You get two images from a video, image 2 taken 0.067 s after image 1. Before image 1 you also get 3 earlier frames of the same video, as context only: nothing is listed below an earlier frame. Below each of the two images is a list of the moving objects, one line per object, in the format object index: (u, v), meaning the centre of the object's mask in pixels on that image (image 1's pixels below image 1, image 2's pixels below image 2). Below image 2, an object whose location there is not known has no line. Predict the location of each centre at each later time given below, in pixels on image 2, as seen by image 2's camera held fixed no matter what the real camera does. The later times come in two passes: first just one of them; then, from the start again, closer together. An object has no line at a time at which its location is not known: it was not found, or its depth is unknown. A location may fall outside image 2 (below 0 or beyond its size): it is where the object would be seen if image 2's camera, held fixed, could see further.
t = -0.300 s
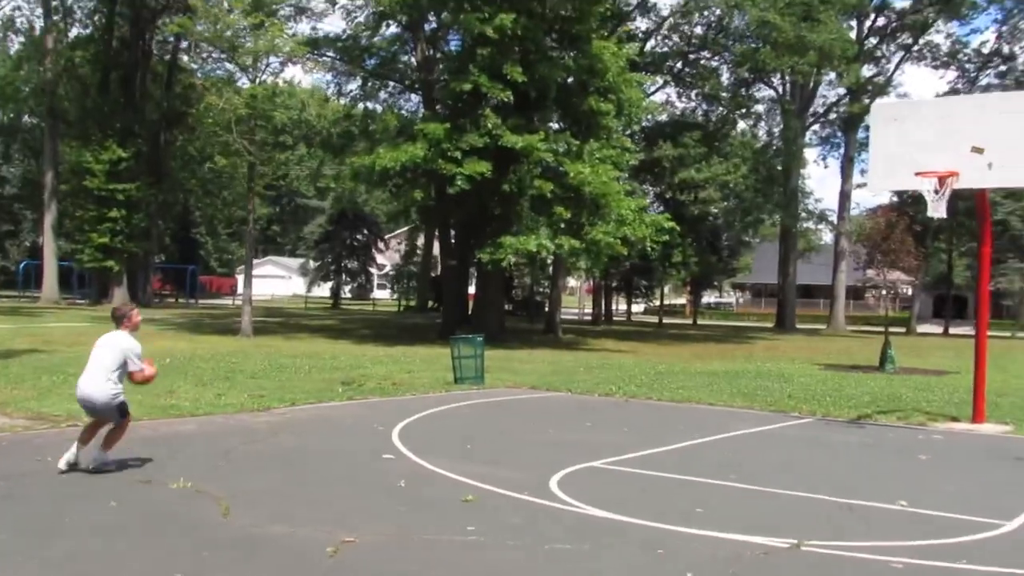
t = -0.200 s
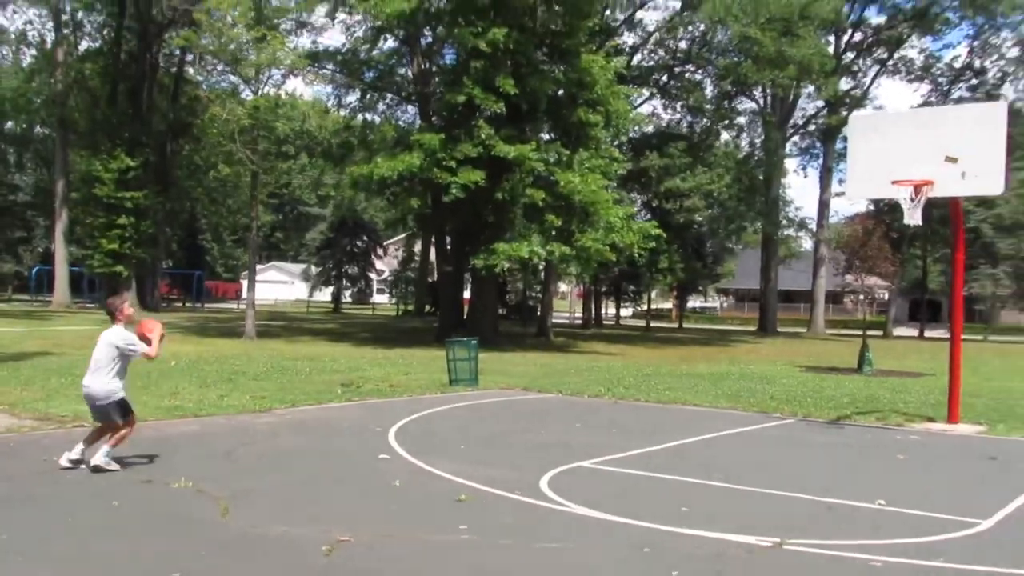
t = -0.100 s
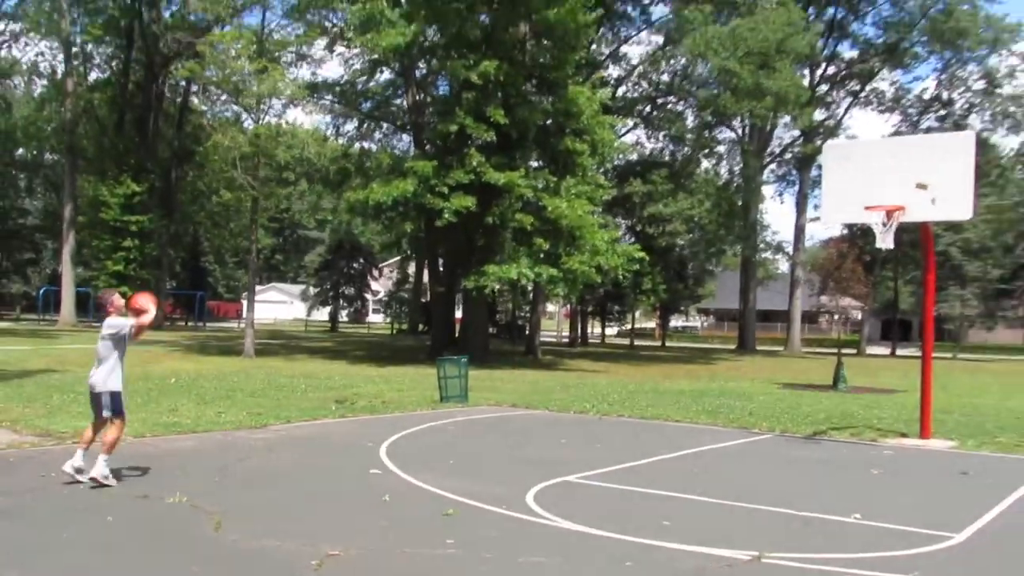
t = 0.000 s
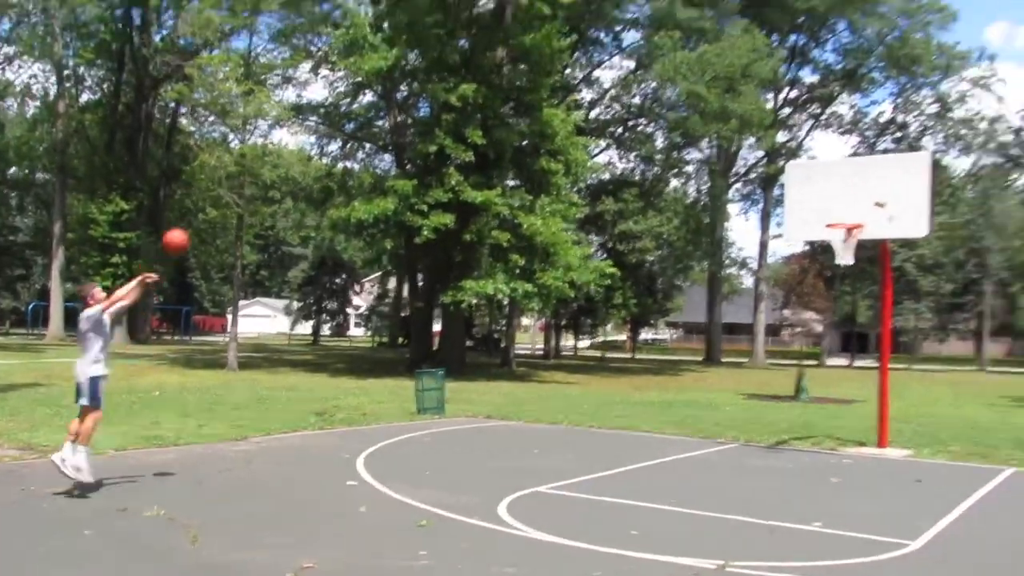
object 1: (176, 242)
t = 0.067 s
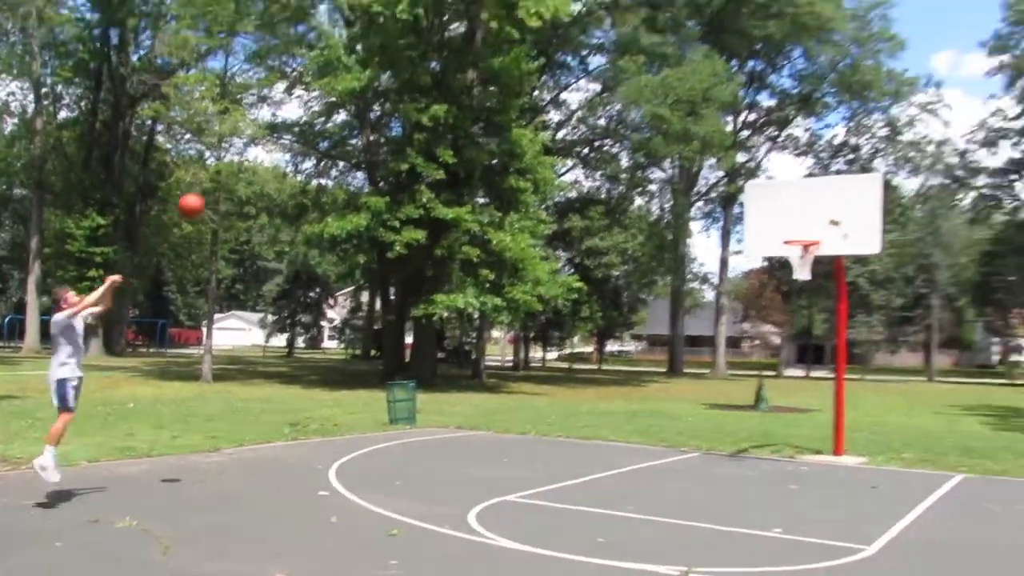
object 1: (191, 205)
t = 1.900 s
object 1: (723, 270)
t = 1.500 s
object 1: (790, 217)
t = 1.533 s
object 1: (796, 231)
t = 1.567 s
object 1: (790, 230)
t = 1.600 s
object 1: (784, 229)
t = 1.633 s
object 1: (777, 229)
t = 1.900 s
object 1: (723, 270)
